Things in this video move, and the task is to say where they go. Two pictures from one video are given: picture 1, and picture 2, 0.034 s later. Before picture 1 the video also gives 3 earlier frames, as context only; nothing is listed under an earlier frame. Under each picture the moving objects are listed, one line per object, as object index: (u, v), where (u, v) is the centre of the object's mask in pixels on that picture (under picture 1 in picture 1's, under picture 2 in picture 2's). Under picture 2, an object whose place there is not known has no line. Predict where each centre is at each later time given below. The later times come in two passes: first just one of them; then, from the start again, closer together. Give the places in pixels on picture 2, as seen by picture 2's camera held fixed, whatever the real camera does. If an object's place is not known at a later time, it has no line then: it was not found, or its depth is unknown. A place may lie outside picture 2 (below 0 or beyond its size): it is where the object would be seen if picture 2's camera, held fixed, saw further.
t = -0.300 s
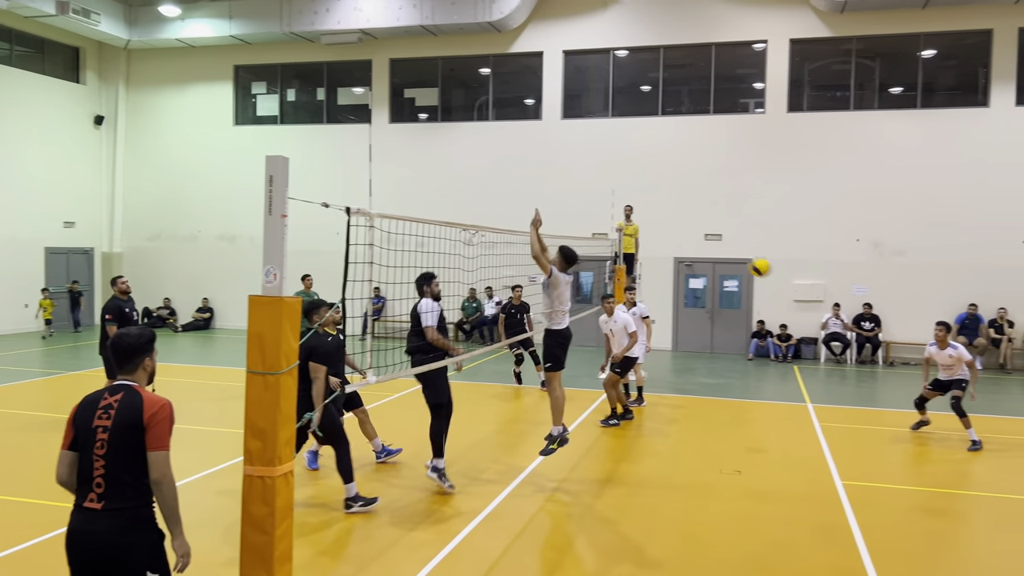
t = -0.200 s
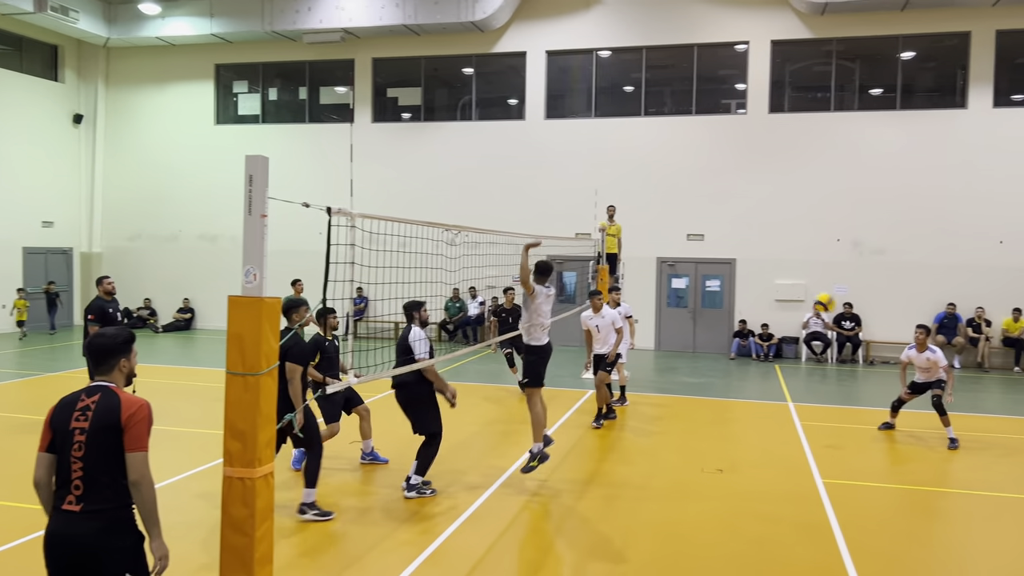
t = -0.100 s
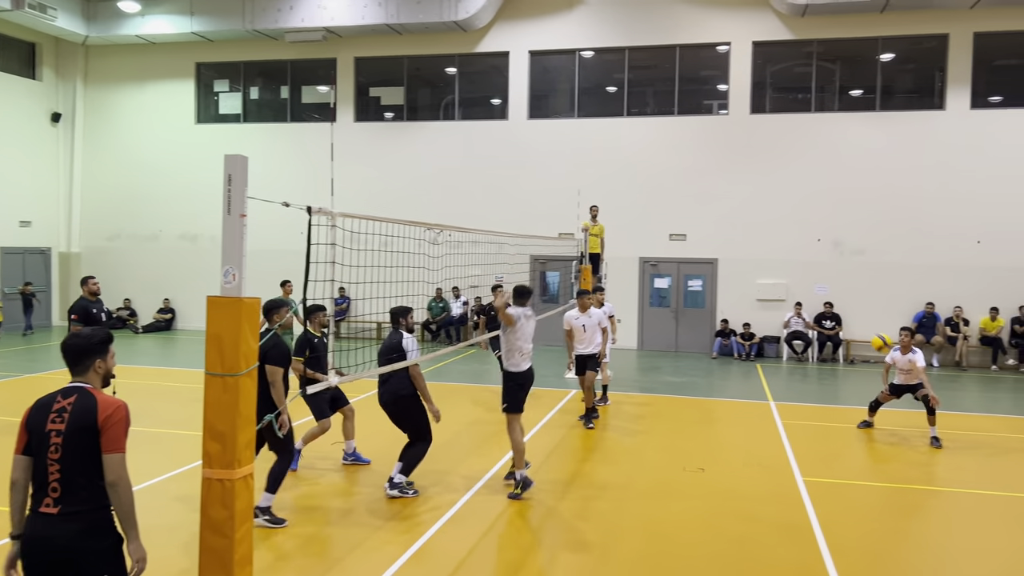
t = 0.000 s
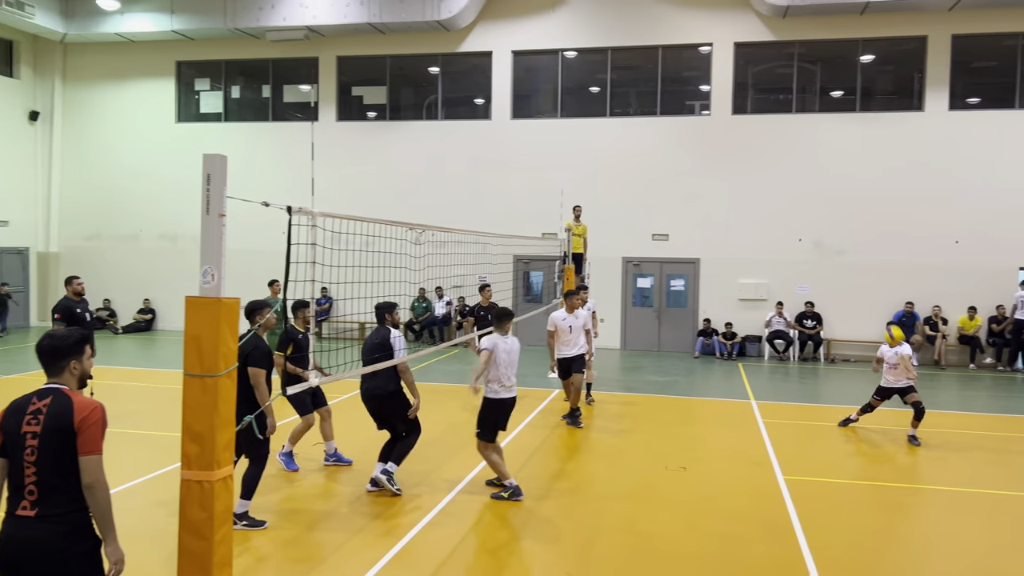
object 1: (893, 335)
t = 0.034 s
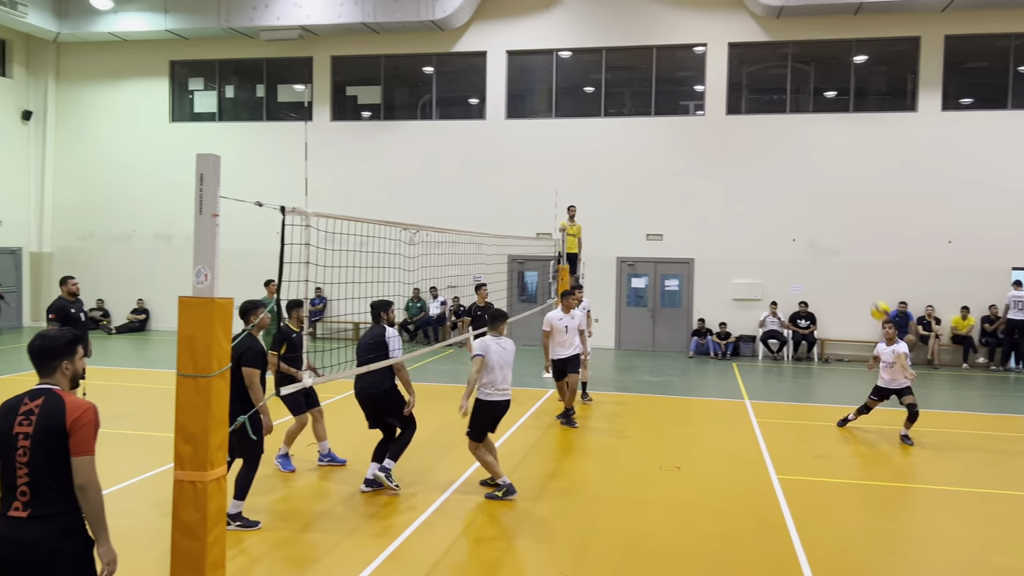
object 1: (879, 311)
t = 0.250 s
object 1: (821, 167)
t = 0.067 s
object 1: (871, 286)
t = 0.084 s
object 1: (867, 274)
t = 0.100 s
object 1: (863, 264)
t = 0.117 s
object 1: (858, 252)
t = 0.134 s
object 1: (854, 240)
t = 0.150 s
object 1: (849, 229)
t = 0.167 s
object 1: (844, 218)
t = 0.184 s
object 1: (840, 208)
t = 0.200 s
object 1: (835, 197)
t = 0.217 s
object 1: (831, 187)
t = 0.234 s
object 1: (826, 177)
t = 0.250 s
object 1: (821, 167)
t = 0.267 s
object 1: (817, 157)
